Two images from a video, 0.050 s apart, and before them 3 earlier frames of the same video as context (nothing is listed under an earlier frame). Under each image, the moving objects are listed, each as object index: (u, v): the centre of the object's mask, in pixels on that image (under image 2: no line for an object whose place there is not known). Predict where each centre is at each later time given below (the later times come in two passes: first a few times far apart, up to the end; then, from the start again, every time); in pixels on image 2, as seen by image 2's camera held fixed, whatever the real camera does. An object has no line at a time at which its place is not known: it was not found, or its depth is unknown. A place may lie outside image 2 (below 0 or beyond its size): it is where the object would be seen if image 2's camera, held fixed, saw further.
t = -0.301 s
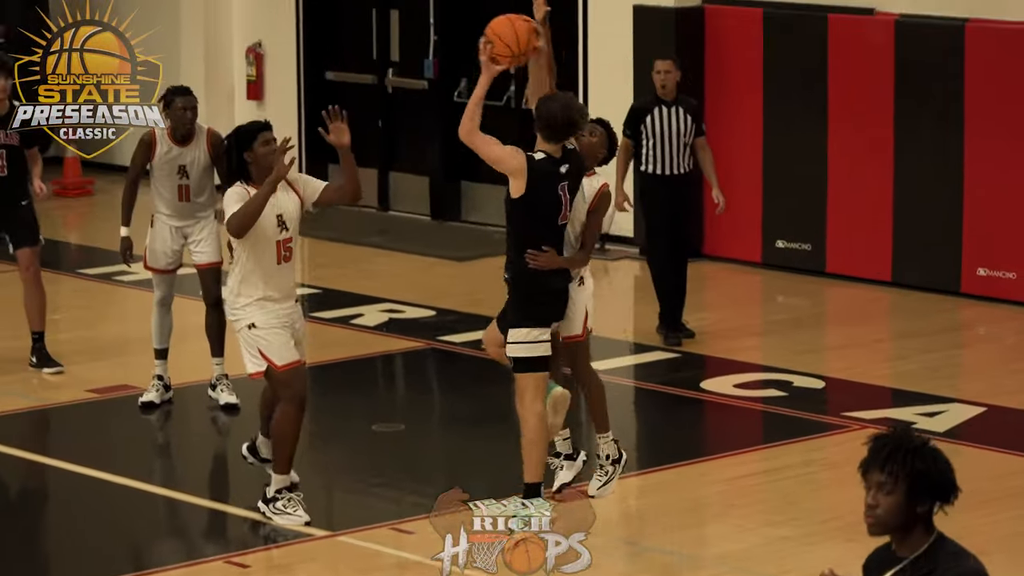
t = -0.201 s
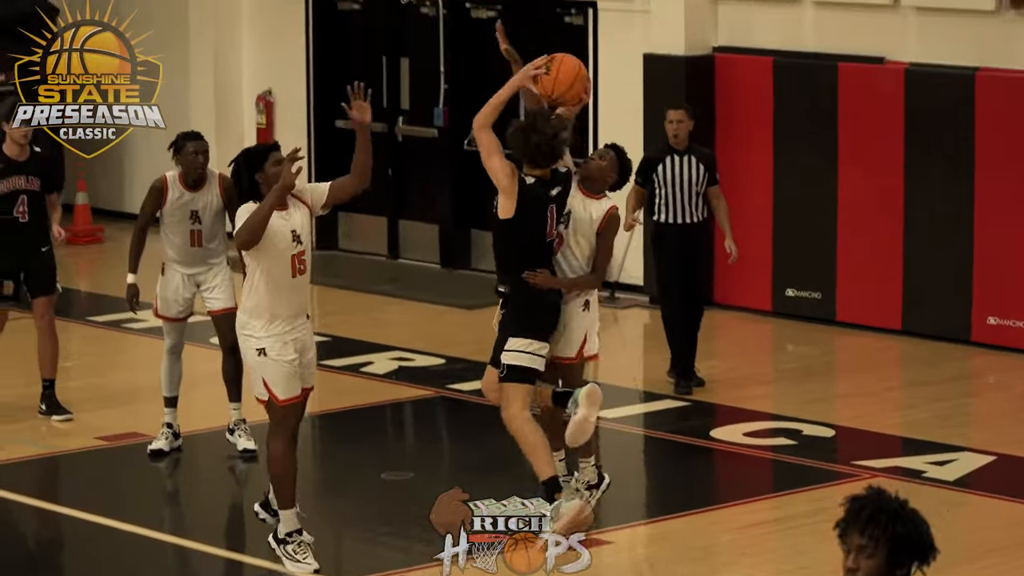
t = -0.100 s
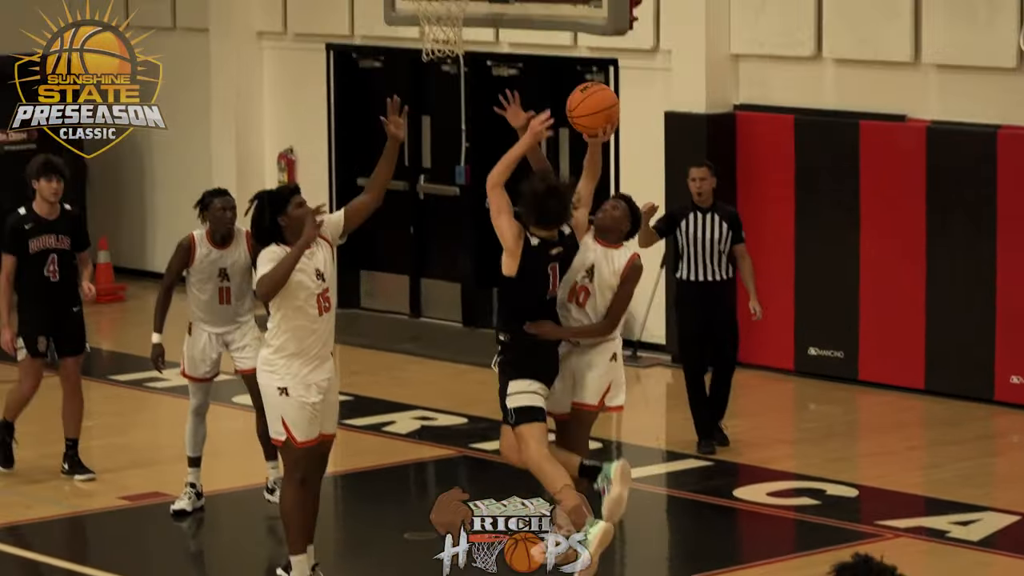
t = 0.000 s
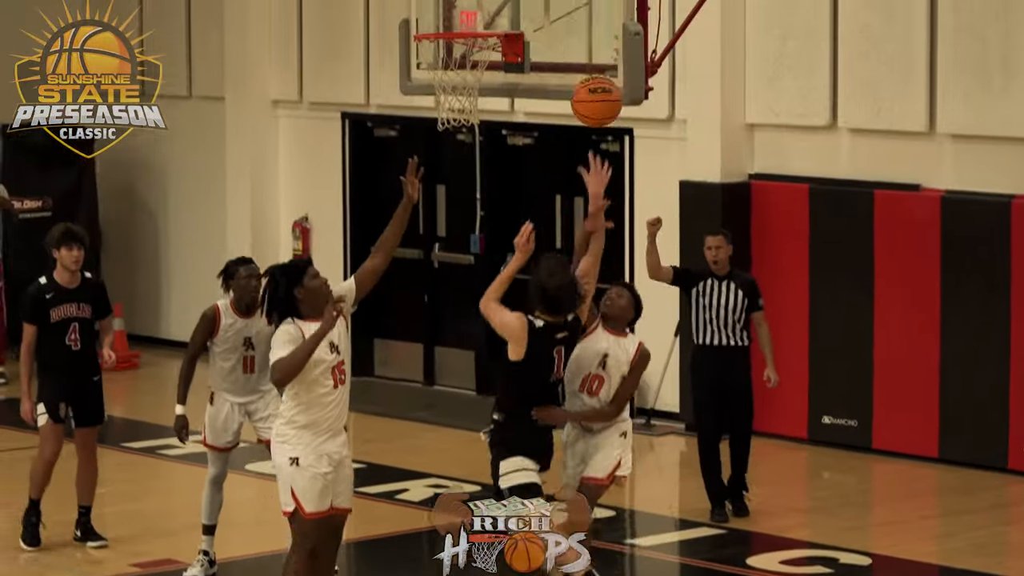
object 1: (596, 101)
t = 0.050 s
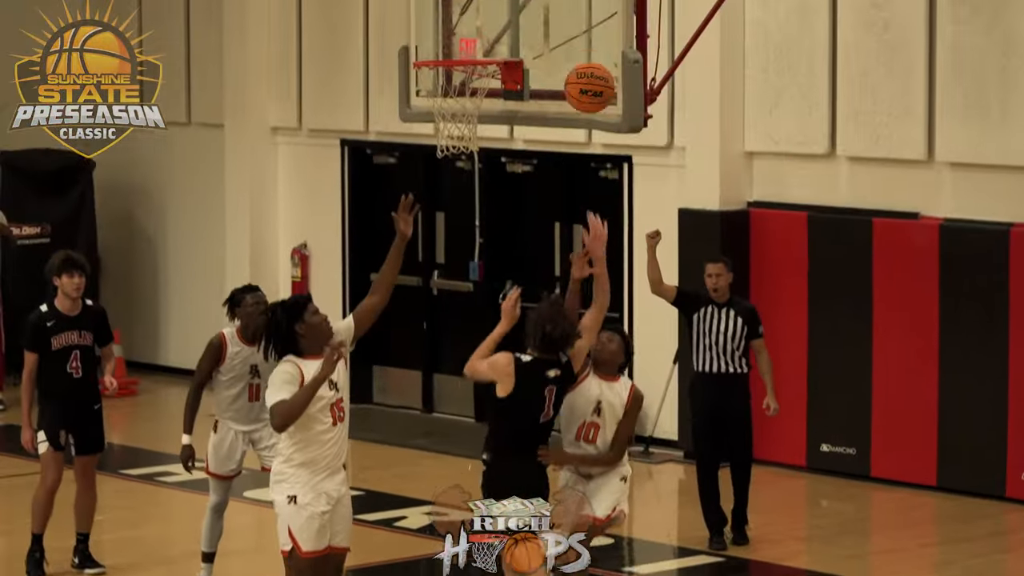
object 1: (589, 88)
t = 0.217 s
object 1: (571, -7)
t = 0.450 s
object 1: (548, -37)
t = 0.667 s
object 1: (442, 22)
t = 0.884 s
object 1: (358, -2)
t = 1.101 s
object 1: (286, 13)
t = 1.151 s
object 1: (269, 29)
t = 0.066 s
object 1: (587, 76)
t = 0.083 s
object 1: (586, 63)
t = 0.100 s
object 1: (584, 52)
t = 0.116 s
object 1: (582, 42)
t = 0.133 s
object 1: (580, 32)
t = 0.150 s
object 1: (578, 23)
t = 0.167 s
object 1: (577, 15)
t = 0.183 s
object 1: (575, 7)
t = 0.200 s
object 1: (573, 0)
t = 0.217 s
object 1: (571, -7)
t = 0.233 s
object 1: (570, -13)
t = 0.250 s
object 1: (568, -19)
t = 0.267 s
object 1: (566, -23)
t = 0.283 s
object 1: (564, -28)
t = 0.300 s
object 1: (563, -31)
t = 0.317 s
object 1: (561, -34)
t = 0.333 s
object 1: (559, -36)
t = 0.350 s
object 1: (557, -38)
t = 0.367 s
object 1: (556, -39)
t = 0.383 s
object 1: (554, -40)
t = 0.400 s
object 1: (553, -40)
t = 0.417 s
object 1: (551, -39)
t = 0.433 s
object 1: (550, -39)
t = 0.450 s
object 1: (548, -37)
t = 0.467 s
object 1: (547, -35)
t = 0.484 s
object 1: (545, -33)
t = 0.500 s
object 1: (544, -30)
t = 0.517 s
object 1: (536, -27)
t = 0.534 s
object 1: (525, -24)
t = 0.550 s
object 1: (515, -19)
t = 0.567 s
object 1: (504, -15)
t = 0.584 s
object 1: (494, -10)
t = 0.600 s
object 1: (483, -5)
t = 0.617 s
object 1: (473, 1)
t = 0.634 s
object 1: (463, 8)
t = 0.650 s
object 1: (453, 15)
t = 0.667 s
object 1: (442, 22)
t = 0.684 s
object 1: (432, 31)
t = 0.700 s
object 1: (422, 39)
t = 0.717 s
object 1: (414, 43)
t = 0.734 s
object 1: (409, 37)
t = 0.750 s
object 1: (403, 30)
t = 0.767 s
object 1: (397, 25)
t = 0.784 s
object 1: (392, 19)
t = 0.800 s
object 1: (386, 14)
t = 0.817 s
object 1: (381, 10)
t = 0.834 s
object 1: (375, 6)
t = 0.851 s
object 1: (369, 3)
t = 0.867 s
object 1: (364, 0)
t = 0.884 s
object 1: (358, -2)
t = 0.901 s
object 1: (353, -5)
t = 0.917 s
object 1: (347, -6)
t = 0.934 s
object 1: (342, -7)
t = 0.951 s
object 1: (336, -7)
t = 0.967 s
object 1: (331, -7)
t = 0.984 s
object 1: (325, -6)
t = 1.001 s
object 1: (319, -5)
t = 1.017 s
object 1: (314, -3)
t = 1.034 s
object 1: (308, -1)
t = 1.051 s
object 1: (303, 1)
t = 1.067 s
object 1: (297, 4)
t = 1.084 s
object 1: (291, 8)
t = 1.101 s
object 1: (286, 13)
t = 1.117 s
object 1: (280, 17)
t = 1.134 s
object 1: (274, 23)
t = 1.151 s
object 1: (269, 29)
